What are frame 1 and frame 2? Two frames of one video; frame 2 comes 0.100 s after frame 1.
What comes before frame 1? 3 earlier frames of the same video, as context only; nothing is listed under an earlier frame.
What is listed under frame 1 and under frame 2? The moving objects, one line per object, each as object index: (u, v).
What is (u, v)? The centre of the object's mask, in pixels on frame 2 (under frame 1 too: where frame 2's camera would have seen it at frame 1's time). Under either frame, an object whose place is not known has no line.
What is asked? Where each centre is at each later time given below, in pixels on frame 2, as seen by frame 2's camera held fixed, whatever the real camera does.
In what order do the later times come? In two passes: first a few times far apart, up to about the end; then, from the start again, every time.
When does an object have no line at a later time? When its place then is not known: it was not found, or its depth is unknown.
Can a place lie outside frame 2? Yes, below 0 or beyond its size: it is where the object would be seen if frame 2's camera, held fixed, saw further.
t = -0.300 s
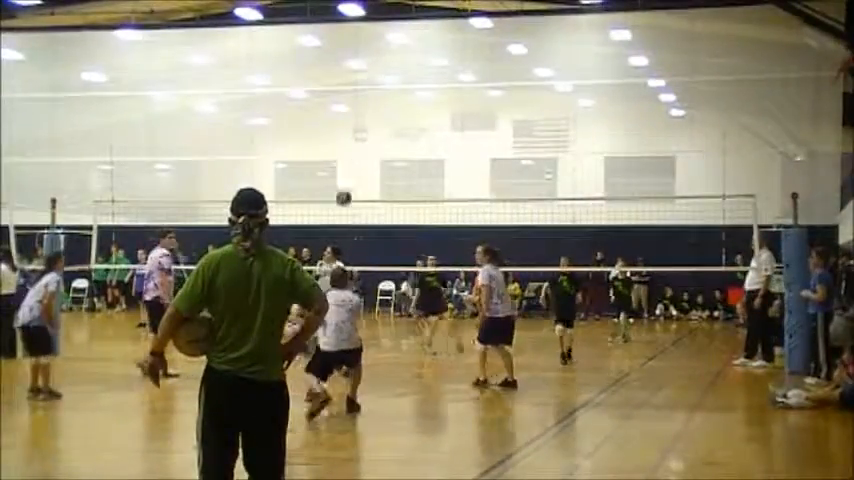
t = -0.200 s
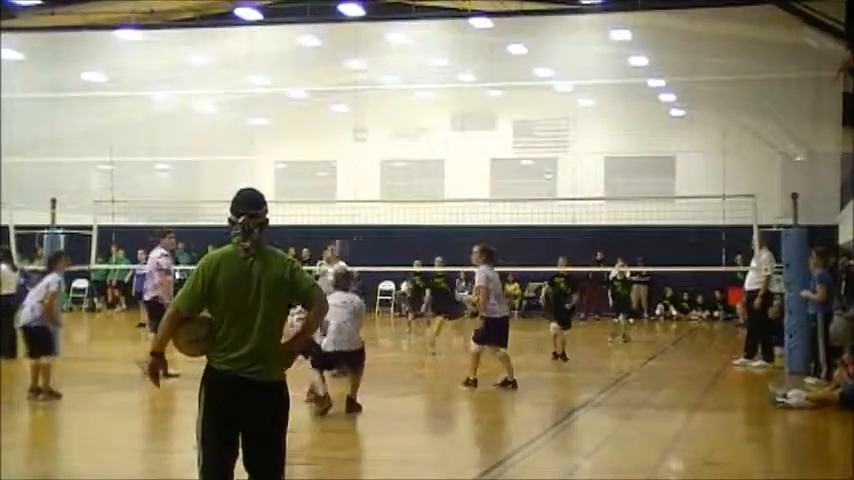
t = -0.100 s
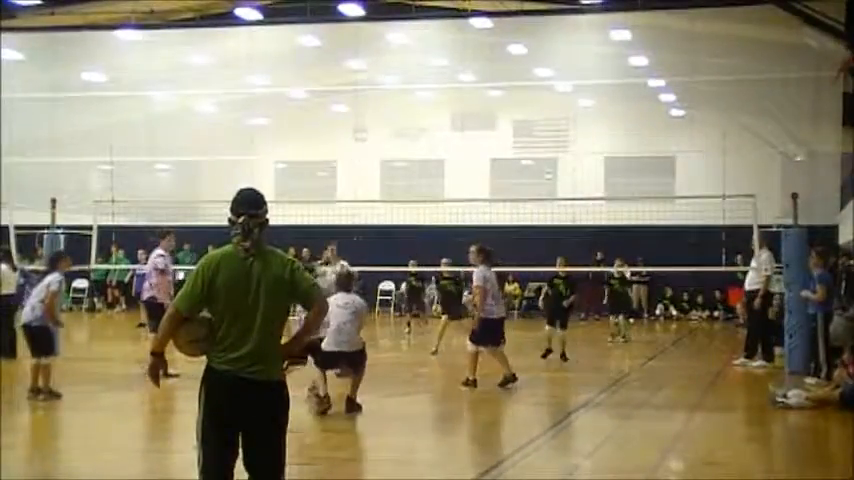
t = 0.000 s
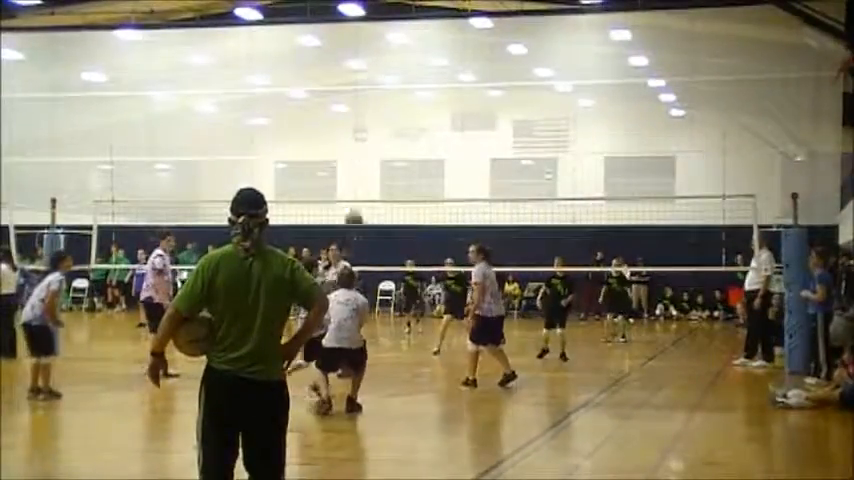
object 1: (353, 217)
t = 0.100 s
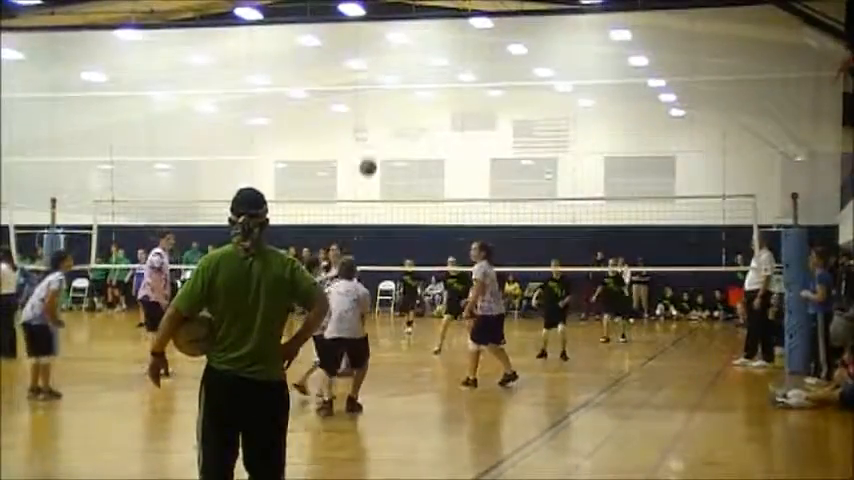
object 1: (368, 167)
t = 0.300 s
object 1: (393, 96)
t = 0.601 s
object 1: (426, 60)
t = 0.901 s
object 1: (455, 97)
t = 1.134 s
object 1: (474, 166)
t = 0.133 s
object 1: (372, 152)
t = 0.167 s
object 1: (375, 138)
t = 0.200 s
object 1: (381, 125)
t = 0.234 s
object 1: (384, 114)
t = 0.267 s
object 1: (388, 104)
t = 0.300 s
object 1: (393, 96)
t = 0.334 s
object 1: (396, 88)
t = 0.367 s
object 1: (400, 81)
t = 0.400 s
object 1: (404, 75)
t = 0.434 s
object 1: (408, 70)
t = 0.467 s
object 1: (412, 66)
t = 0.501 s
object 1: (416, 63)
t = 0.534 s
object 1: (419, 62)
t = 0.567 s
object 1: (423, 61)
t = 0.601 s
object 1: (426, 60)
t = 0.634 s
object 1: (429, 61)
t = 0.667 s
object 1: (432, 63)
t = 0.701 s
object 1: (436, 65)
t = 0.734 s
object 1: (439, 70)
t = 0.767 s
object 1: (443, 73)
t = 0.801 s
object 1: (446, 77)
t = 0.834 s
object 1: (449, 83)
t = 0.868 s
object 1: (452, 89)
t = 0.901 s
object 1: (455, 97)
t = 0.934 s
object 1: (458, 104)
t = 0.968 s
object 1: (460, 113)
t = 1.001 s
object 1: (464, 122)
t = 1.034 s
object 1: (466, 132)
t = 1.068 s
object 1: (469, 143)
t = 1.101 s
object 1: (471, 155)
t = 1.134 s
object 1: (474, 166)
